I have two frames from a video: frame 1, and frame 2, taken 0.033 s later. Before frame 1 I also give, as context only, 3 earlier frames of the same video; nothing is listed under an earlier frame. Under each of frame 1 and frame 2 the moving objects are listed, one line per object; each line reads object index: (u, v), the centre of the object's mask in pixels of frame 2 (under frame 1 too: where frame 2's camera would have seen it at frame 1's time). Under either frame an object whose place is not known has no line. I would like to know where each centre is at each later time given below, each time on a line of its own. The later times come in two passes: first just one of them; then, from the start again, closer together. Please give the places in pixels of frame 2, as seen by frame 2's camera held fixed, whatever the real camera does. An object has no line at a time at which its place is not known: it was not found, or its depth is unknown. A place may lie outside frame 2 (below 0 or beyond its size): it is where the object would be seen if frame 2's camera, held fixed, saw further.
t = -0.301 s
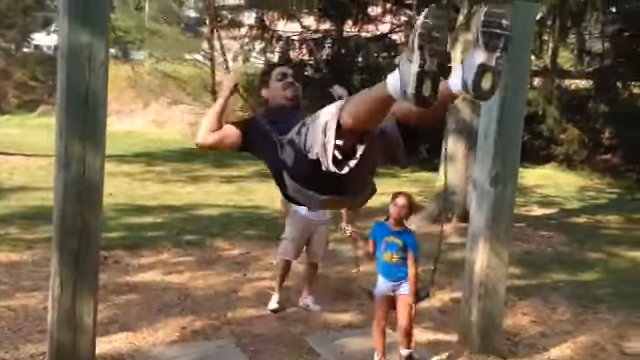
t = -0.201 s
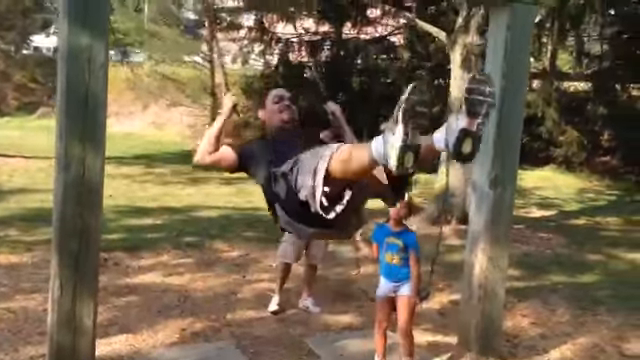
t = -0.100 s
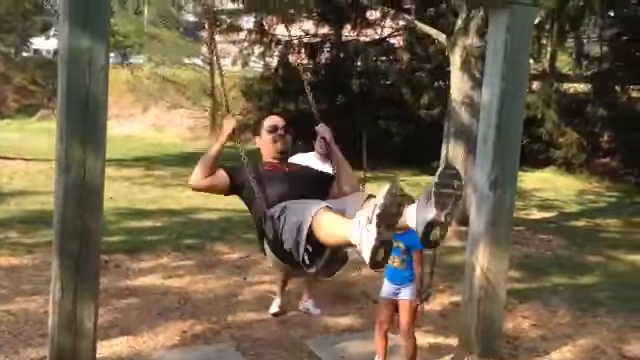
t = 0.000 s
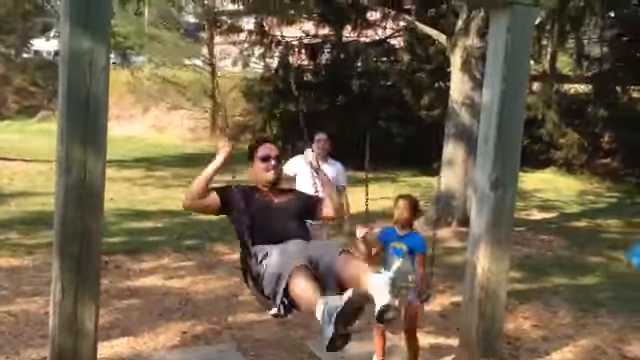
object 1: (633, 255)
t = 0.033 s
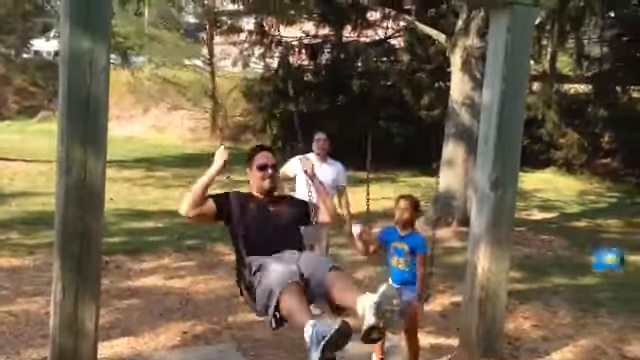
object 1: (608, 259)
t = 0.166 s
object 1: (466, 292)
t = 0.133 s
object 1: (498, 286)
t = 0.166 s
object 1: (466, 292)
